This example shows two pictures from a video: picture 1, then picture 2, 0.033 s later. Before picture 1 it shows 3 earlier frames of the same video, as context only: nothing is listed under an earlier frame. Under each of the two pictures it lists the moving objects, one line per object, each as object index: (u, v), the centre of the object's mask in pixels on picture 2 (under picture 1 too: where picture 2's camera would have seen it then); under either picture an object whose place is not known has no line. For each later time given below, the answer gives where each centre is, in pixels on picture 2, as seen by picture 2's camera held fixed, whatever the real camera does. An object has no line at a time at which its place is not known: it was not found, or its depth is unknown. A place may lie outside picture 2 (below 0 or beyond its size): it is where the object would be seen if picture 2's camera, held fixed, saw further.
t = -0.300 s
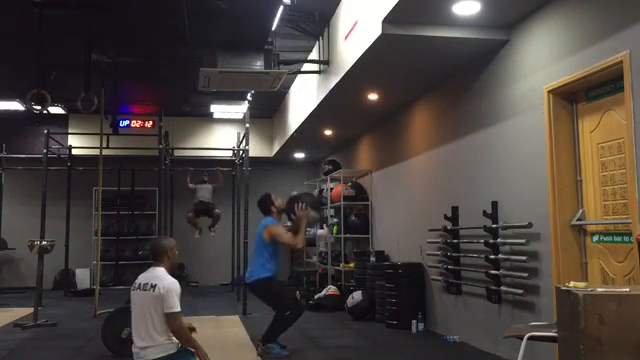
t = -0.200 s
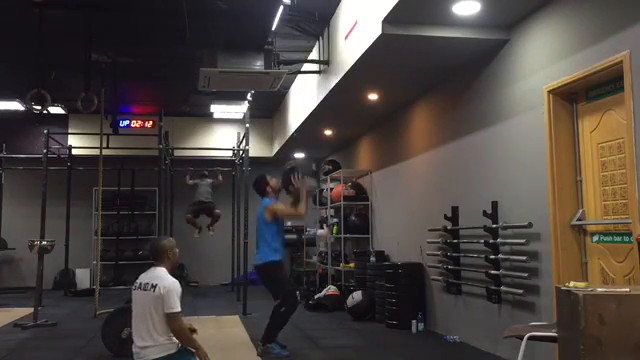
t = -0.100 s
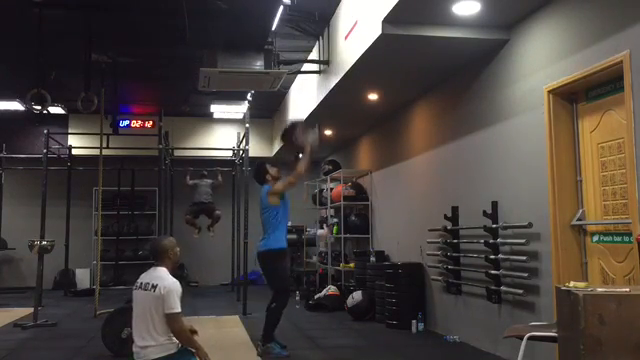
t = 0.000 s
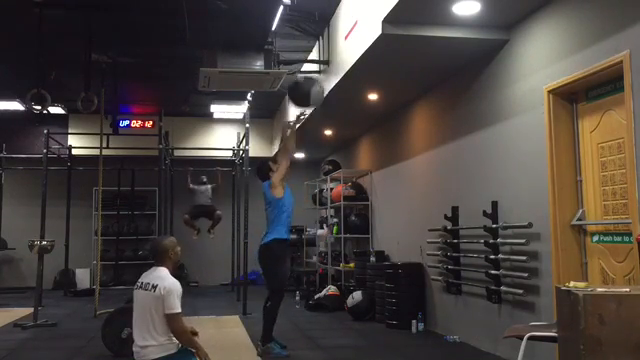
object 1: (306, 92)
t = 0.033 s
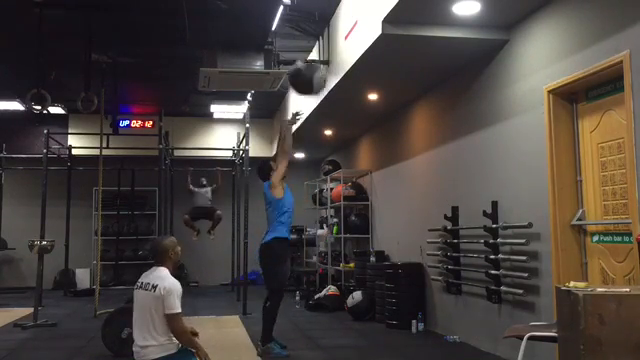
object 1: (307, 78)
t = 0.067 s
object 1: (309, 65)
